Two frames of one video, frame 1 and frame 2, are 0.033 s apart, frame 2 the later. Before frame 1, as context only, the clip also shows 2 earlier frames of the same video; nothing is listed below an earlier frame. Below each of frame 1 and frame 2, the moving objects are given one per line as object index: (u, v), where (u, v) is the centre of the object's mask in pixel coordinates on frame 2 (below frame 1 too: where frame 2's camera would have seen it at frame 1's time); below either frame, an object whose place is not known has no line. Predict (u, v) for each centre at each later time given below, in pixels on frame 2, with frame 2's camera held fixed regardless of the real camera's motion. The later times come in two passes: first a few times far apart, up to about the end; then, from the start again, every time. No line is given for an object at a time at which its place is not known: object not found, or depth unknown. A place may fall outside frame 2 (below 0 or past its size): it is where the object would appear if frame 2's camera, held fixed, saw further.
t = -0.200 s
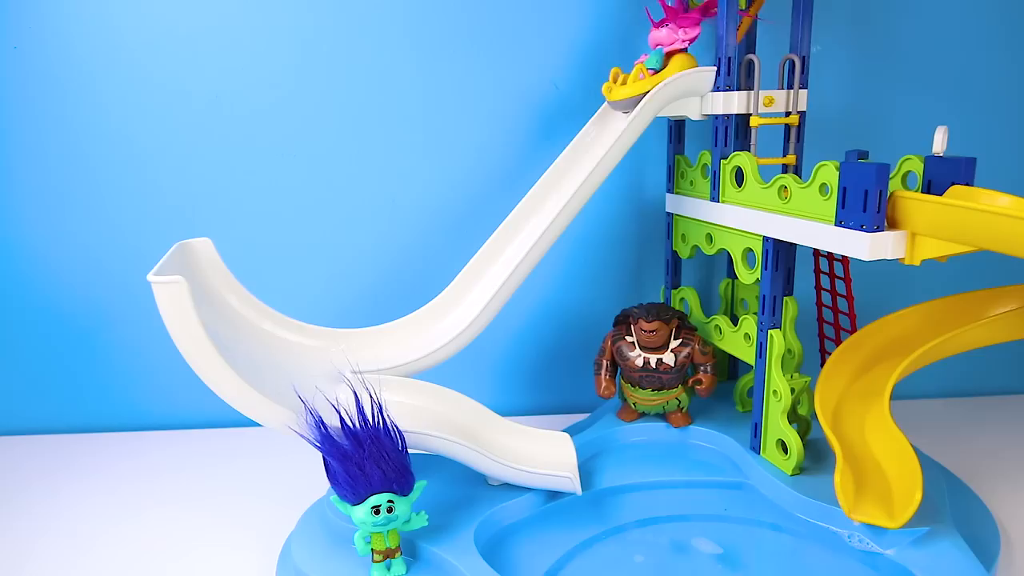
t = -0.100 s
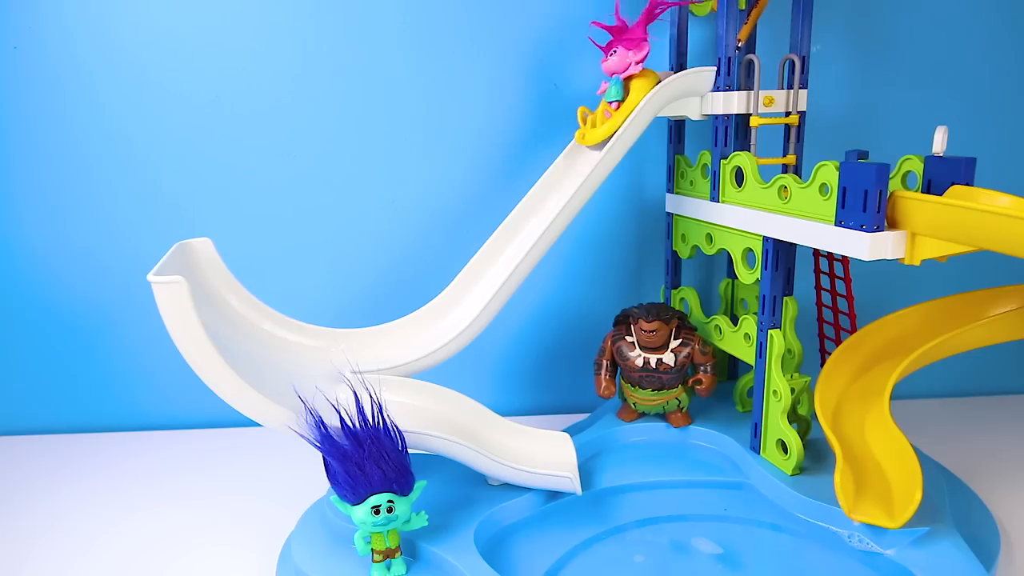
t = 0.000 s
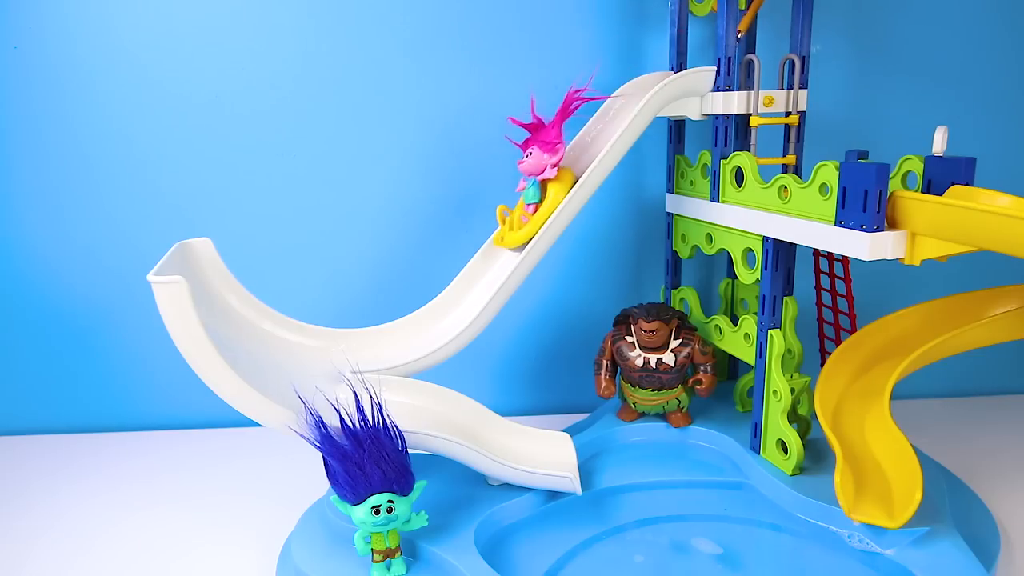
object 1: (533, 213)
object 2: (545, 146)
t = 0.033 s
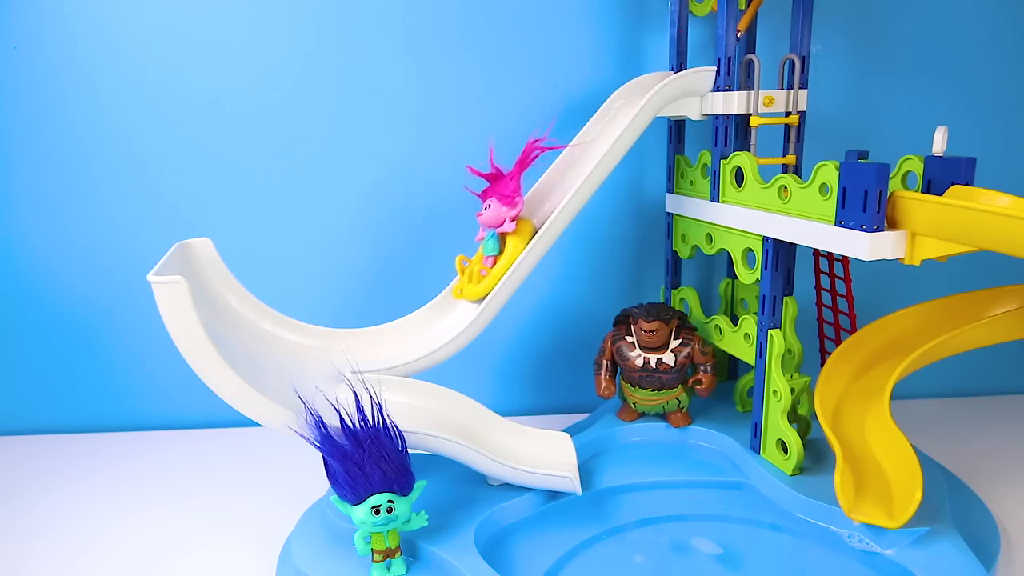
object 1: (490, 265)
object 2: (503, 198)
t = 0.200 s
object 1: (215, 277)
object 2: (270, 340)
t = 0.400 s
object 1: (283, 350)
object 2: (327, 388)
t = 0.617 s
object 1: (413, 394)
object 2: (463, 395)
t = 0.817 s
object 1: (538, 433)
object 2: (597, 435)
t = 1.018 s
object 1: (714, 514)
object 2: (688, 442)
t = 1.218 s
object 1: (777, 546)
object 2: (688, 450)
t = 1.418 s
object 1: (810, 550)
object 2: (687, 449)
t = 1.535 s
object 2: (688, 449)
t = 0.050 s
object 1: (468, 295)
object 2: (480, 228)
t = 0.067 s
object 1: (439, 321)
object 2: (456, 256)
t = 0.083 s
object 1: (404, 338)
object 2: (435, 282)
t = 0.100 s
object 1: (361, 348)
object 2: (413, 308)
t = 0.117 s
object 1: (318, 347)
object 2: (385, 324)
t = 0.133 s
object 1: (283, 338)
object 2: (358, 333)
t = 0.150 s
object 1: (256, 324)
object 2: (329, 335)
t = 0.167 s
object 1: (235, 307)
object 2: (308, 335)
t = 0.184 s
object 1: (223, 291)
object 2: (291, 338)
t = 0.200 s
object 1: (215, 277)
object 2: (270, 340)
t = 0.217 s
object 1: (209, 265)
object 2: (255, 338)
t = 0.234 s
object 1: (207, 256)
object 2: (252, 336)
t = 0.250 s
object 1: (207, 250)
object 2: (252, 337)
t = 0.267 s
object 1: (207, 250)
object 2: (254, 340)
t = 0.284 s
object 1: (209, 254)
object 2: (254, 342)
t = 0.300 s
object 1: (211, 263)
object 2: (258, 347)
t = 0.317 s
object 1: (215, 275)
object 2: (263, 354)
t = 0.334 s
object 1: (223, 292)
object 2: (269, 359)
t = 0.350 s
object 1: (239, 310)
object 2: (279, 371)
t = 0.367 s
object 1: (253, 325)
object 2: (294, 379)
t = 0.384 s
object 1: (266, 341)
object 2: (309, 383)
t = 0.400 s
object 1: (283, 350)
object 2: (327, 388)
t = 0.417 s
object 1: (299, 356)
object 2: (344, 391)
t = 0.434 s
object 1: (312, 365)
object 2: (358, 386)
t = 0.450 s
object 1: (322, 370)
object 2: (373, 384)
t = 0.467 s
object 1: (332, 376)
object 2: (380, 384)
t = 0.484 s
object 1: (337, 382)
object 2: (390, 387)
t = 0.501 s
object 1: (346, 384)
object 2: (402, 390)
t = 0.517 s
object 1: (359, 387)
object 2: (412, 390)
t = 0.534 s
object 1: (368, 390)
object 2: (422, 390)
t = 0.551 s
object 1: (376, 392)
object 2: (430, 390)
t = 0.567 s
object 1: (385, 391)
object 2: (438, 390)
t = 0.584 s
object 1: (394, 391)
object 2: (447, 390)
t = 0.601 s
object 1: (404, 393)
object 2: (455, 392)
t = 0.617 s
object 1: (413, 394)
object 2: (463, 395)
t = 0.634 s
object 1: (420, 395)
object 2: (471, 397)
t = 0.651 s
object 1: (428, 396)
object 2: (480, 403)
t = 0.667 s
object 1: (437, 398)
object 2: (491, 409)
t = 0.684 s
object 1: (446, 400)
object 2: (503, 415)
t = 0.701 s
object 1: (454, 403)
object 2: (516, 425)
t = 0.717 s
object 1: (465, 406)
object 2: (531, 434)
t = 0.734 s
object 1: (475, 410)
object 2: (545, 441)
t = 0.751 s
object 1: (485, 414)
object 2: (555, 441)
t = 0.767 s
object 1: (498, 421)
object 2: (568, 447)
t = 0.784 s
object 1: (510, 425)
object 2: (572, 445)
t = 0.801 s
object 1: (524, 429)
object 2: (580, 437)
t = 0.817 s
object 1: (538, 433)
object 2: (597, 435)
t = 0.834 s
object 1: (554, 440)
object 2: (613, 438)
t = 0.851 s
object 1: (574, 441)
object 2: (626, 441)
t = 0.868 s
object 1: (593, 445)
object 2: (635, 439)
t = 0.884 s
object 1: (613, 454)
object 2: (643, 439)
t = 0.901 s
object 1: (631, 465)
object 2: (647, 428)
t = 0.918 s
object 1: (649, 479)
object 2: (654, 429)
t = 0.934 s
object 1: (664, 492)
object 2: (662, 433)
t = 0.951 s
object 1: (677, 500)
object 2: (669, 436)
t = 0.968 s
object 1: (687, 505)
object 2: (676, 440)
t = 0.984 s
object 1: (697, 509)
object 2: (680, 440)
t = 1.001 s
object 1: (705, 511)
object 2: (684, 441)
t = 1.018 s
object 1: (714, 514)
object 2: (688, 442)
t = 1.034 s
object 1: (721, 517)
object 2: (691, 442)
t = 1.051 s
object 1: (726, 520)
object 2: (692, 443)
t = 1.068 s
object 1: (733, 524)
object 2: (692, 443)
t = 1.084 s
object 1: (739, 528)
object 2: (692, 443)
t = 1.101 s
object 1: (745, 533)
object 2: (693, 446)
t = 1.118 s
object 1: (751, 536)
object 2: (694, 447)
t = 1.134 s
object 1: (756, 539)
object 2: (691, 446)
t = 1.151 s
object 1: (761, 541)
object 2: (691, 449)
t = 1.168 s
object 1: (765, 542)
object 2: (690, 449)
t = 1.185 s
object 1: (770, 543)
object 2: (689, 449)
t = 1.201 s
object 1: (773, 544)
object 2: (688, 450)
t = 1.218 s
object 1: (777, 546)
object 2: (688, 450)
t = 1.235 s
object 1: (781, 548)
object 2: (688, 450)
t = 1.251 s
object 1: (784, 549)
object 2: (688, 450)
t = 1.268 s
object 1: (788, 550)
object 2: (688, 450)
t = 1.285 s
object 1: (790, 551)
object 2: (689, 450)
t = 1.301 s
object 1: (793, 552)
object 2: (689, 450)
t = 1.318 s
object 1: (795, 553)
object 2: (689, 449)
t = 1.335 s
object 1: (797, 553)
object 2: (688, 450)
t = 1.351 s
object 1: (800, 553)
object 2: (687, 449)
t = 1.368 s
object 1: (803, 552)
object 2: (687, 449)
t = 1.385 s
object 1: (805, 551)
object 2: (687, 449)
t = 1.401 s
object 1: (808, 550)
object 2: (687, 449)
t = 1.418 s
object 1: (810, 550)
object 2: (687, 449)
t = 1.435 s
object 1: (813, 550)
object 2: (688, 449)
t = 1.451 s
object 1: (816, 550)
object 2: (688, 449)
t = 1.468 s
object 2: (688, 449)
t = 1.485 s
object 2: (688, 449)
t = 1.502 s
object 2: (688, 449)
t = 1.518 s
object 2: (688, 449)
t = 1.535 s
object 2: (688, 449)
